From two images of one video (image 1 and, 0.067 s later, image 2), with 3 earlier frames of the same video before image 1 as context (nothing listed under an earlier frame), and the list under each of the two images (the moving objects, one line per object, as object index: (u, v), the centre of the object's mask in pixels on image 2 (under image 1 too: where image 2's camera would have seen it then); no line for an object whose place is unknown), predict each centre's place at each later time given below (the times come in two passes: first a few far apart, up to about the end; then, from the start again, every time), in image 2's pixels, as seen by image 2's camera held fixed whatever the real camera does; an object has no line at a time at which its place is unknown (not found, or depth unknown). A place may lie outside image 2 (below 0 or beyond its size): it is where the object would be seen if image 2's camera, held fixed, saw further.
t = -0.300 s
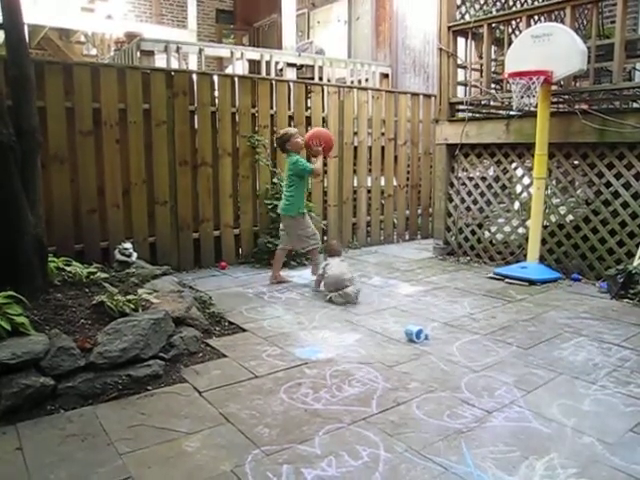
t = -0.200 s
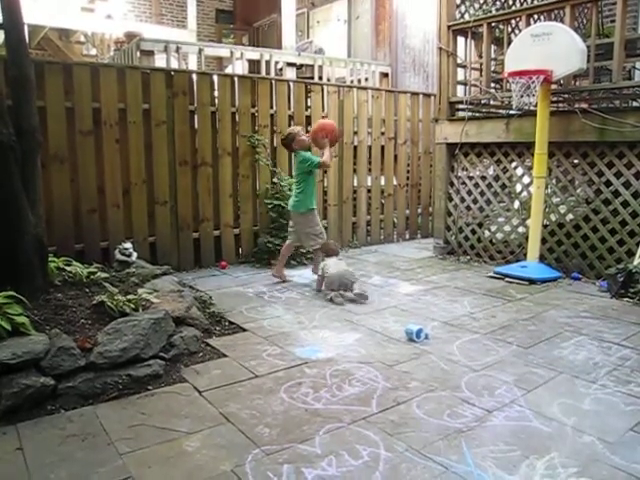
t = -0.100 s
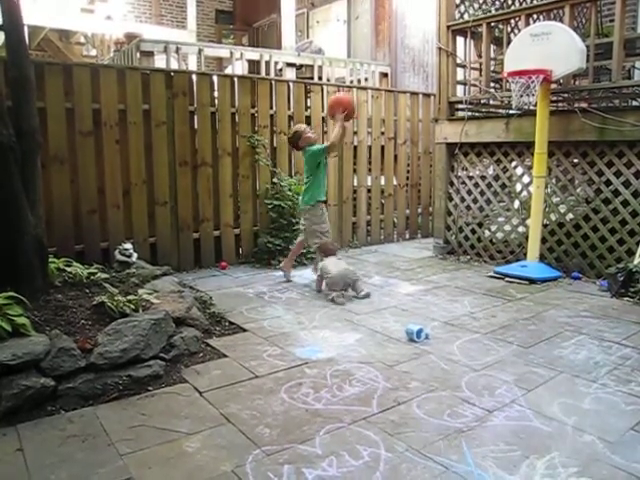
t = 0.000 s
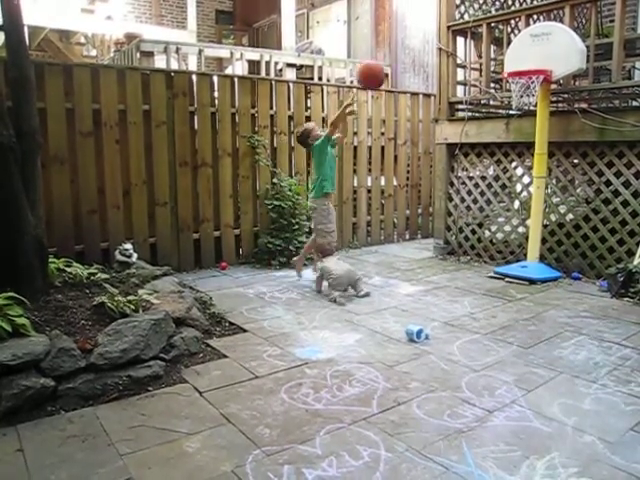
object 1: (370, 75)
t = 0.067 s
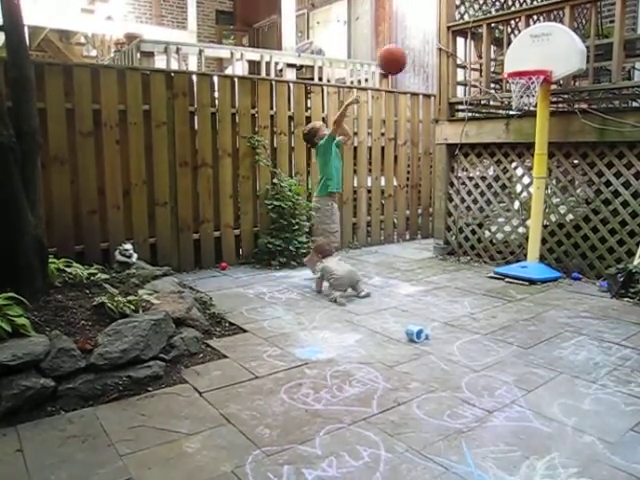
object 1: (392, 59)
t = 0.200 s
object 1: (432, 46)
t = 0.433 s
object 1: (492, 70)
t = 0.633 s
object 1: (479, 109)
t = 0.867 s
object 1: (461, 214)
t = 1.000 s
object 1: (453, 248)
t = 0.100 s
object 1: (402, 54)
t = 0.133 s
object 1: (412, 50)
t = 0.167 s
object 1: (422, 47)
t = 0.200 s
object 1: (432, 46)
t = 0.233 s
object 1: (442, 45)
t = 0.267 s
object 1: (452, 46)
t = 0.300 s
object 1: (462, 49)
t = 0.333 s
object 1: (472, 53)
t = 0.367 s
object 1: (482, 59)
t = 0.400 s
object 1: (491, 65)
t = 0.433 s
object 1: (492, 70)
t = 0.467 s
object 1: (491, 74)
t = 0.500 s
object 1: (488, 78)
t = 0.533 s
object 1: (486, 84)
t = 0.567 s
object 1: (483, 92)
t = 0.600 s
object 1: (482, 99)
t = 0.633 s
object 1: (479, 109)
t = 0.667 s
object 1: (477, 120)
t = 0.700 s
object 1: (474, 132)
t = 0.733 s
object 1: (471, 146)
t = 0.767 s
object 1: (469, 161)
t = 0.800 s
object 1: (466, 177)
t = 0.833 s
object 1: (463, 196)
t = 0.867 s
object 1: (461, 214)
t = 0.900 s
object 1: (458, 234)
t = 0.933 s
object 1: (456, 254)
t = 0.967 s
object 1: (454, 266)
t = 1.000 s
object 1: (453, 248)
